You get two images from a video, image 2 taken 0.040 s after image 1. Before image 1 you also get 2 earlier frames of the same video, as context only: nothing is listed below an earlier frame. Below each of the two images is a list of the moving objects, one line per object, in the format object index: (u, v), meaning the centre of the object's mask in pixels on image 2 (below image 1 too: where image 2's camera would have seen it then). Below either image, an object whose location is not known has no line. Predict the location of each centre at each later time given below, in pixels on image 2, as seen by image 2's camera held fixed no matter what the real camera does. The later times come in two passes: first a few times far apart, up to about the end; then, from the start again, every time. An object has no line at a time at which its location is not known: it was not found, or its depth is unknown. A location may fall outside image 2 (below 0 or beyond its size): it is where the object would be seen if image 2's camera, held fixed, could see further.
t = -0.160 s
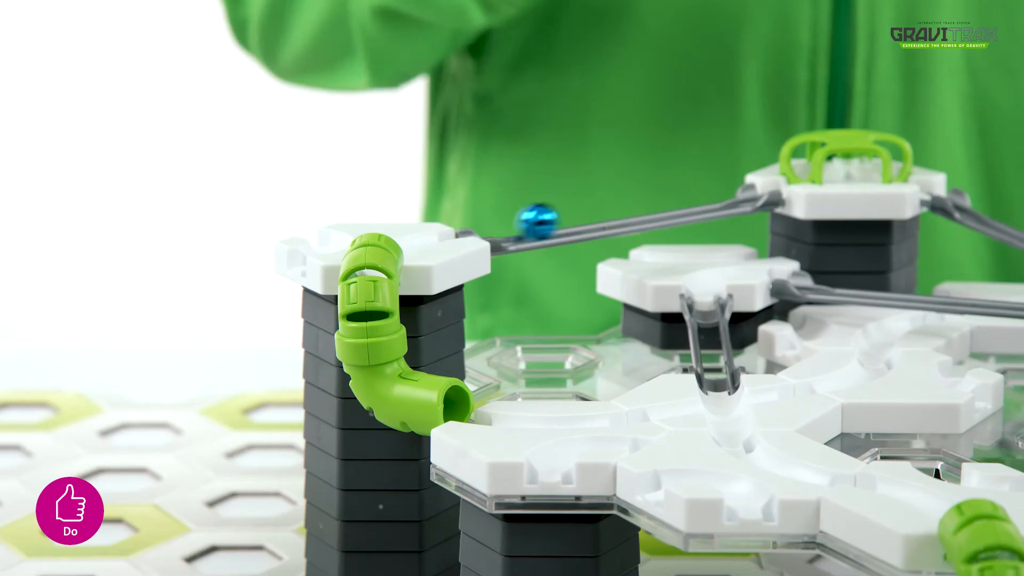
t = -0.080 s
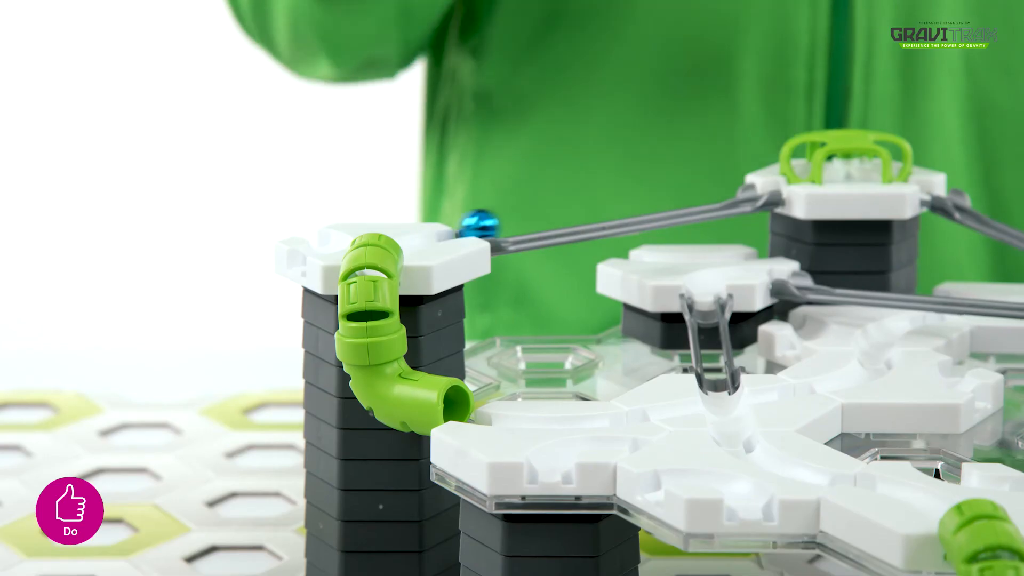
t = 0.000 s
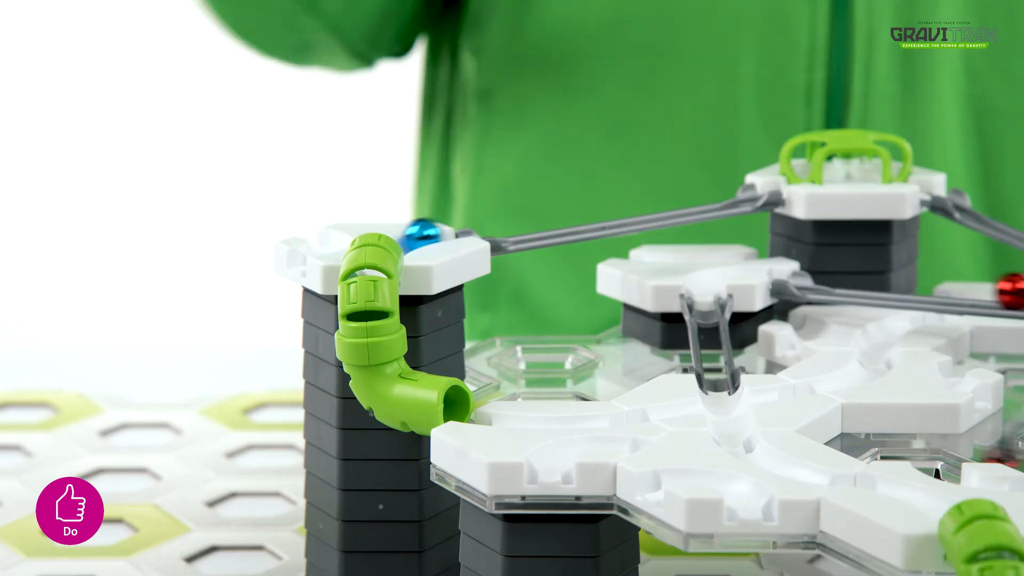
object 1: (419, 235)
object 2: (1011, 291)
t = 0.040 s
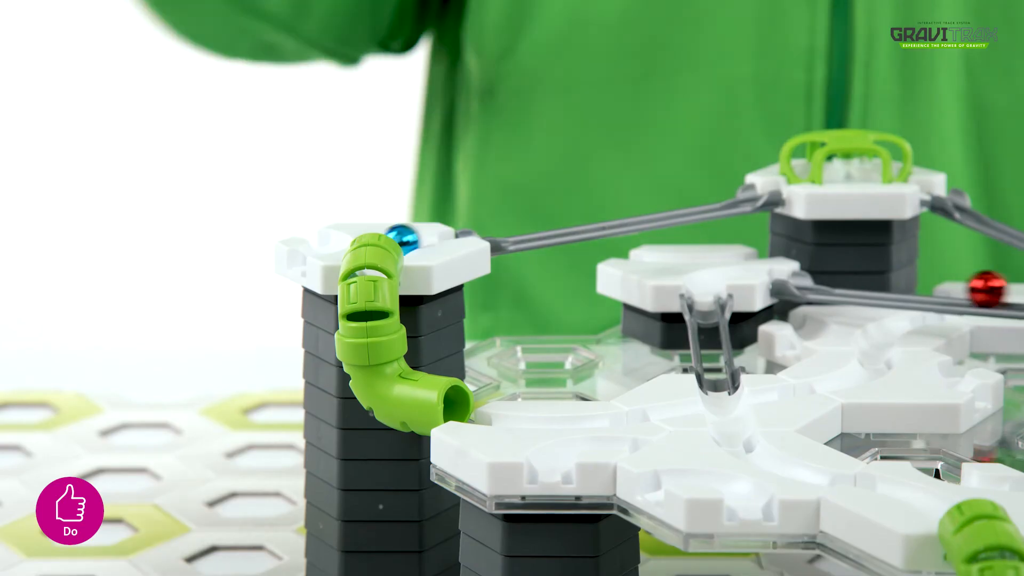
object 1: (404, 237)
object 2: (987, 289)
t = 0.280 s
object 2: (826, 275)
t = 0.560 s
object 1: (737, 395)
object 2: (706, 289)
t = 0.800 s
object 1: (875, 346)
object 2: (725, 401)
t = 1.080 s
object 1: (992, 295)
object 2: (935, 496)
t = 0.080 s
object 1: (395, 239)
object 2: (961, 287)
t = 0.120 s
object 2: (935, 285)
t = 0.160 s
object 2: (908, 283)
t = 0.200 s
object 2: (881, 281)
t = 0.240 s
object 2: (854, 279)
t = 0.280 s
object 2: (826, 275)
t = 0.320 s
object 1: (450, 407)
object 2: (801, 272)
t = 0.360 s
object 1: (487, 413)
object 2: (773, 266)
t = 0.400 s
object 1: (551, 415)
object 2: (745, 264)
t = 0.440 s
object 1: (606, 413)
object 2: (721, 269)
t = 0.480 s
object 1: (652, 406)
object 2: (708, 275)
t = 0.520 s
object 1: (697, 401)
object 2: (703, 280)
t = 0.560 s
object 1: (737, 395)
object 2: (706, 289)
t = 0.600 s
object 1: (777, 387)
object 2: (708, 303)
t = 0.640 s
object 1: (817, 380)
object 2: (710, 322)
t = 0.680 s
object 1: (849, 373)
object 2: (713, 342)
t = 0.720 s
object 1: (869, 365)
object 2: (716, 364)
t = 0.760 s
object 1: (878, 356)
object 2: (721, 385)
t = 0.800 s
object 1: (875, 346)
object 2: (725, 401)
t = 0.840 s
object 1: (874, 337)
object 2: (731, 419)
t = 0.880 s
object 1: (883, 328)
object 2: (738, 436)
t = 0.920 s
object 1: (901, 321)
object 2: (763, 452)
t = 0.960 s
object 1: (922, 319)
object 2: (805, 466)
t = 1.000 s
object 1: (938, 317)
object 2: (856, 473)
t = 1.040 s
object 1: (971, 295)
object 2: (901, 484)
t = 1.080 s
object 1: (992, 295)
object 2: (935, 496)
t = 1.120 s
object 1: (1010, 294)
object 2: (953, 502)
